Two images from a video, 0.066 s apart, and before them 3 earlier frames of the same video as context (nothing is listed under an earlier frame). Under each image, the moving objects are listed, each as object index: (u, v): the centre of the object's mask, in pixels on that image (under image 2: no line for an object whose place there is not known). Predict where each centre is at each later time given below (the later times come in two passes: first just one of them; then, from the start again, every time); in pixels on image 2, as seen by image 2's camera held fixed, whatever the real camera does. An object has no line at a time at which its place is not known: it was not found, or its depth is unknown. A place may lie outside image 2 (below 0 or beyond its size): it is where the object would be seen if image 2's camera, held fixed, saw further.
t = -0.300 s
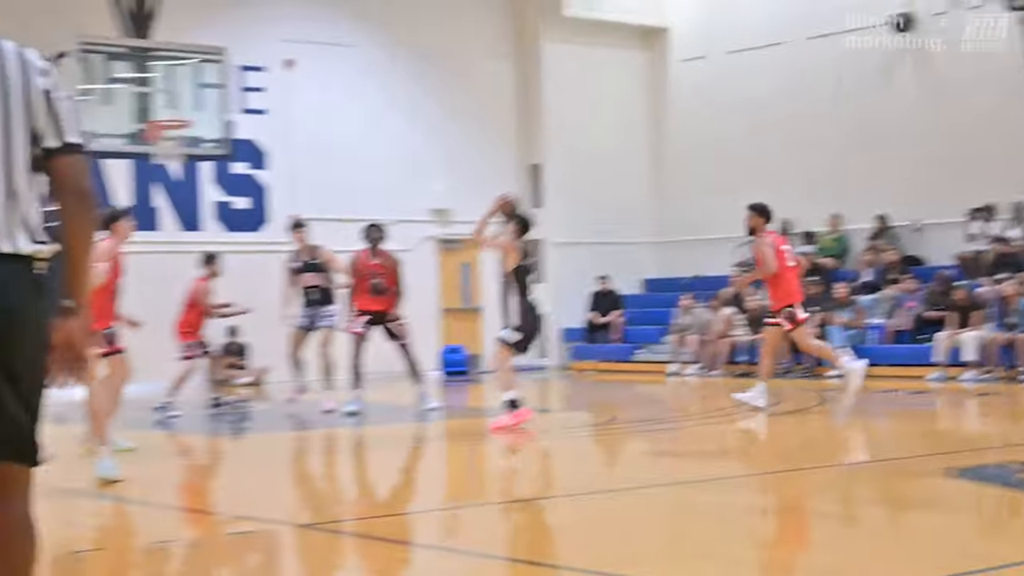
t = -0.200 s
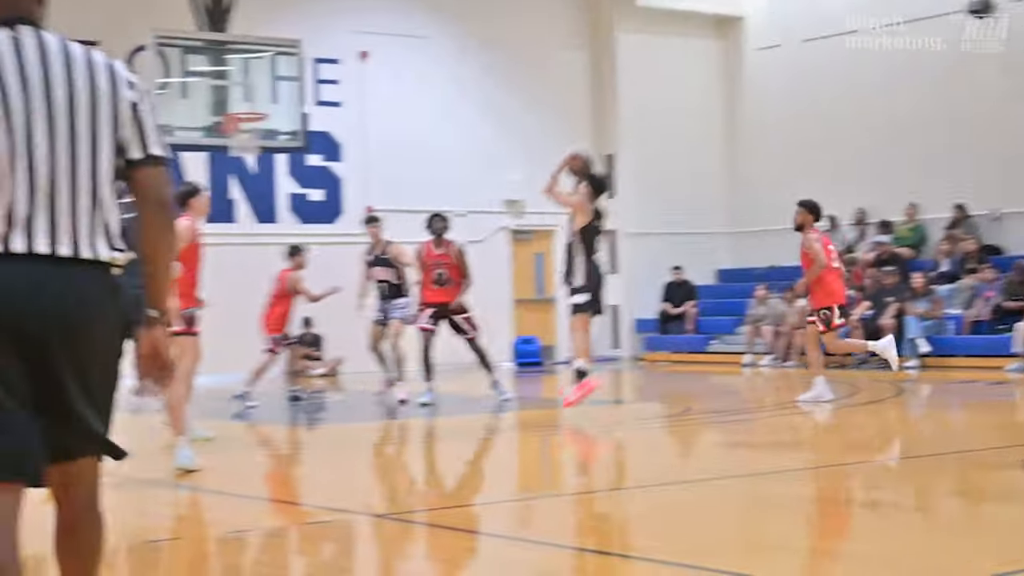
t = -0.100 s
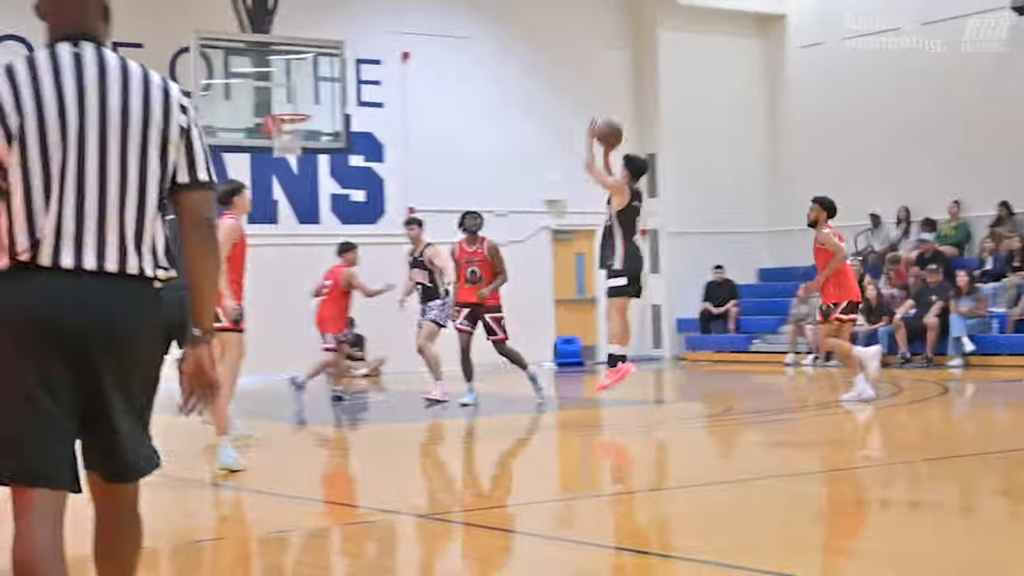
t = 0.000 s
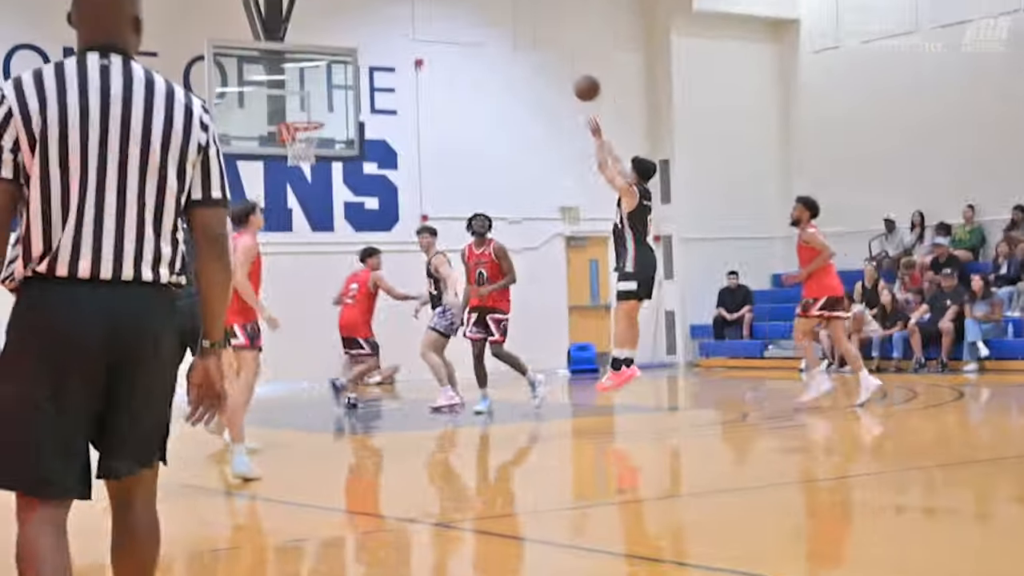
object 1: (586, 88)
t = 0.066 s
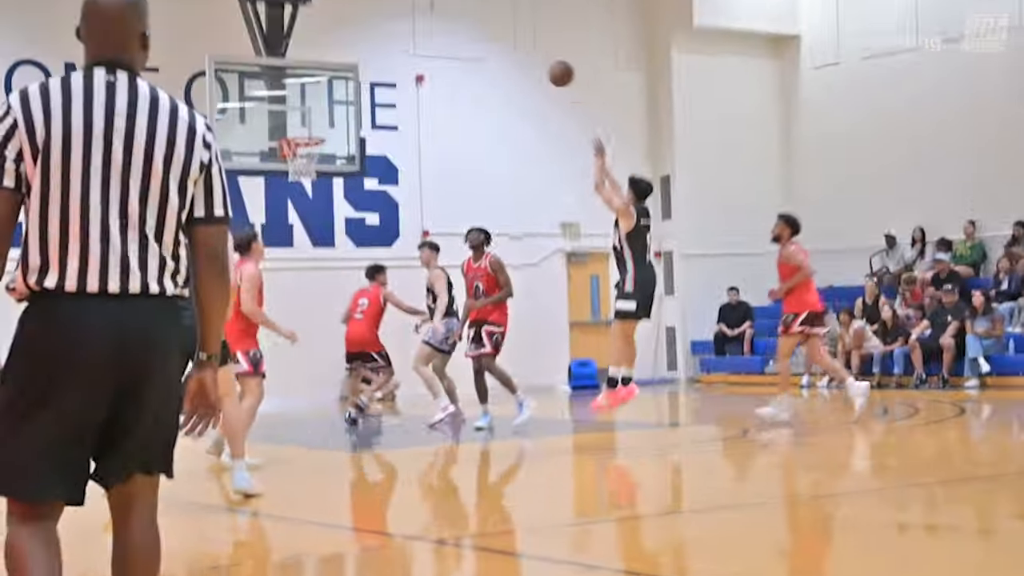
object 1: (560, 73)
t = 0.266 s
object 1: (486, 13)
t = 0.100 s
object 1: (548, 61)
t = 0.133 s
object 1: (535, 49)
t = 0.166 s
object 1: (523, 39)
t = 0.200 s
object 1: (511, 30)
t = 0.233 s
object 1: (499, 21)
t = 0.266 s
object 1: (486, 13)
